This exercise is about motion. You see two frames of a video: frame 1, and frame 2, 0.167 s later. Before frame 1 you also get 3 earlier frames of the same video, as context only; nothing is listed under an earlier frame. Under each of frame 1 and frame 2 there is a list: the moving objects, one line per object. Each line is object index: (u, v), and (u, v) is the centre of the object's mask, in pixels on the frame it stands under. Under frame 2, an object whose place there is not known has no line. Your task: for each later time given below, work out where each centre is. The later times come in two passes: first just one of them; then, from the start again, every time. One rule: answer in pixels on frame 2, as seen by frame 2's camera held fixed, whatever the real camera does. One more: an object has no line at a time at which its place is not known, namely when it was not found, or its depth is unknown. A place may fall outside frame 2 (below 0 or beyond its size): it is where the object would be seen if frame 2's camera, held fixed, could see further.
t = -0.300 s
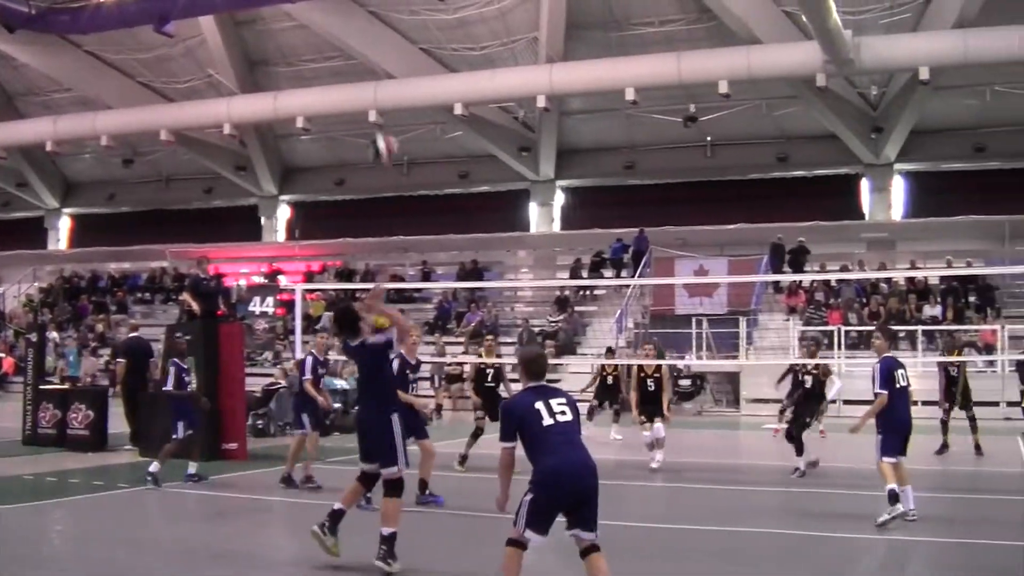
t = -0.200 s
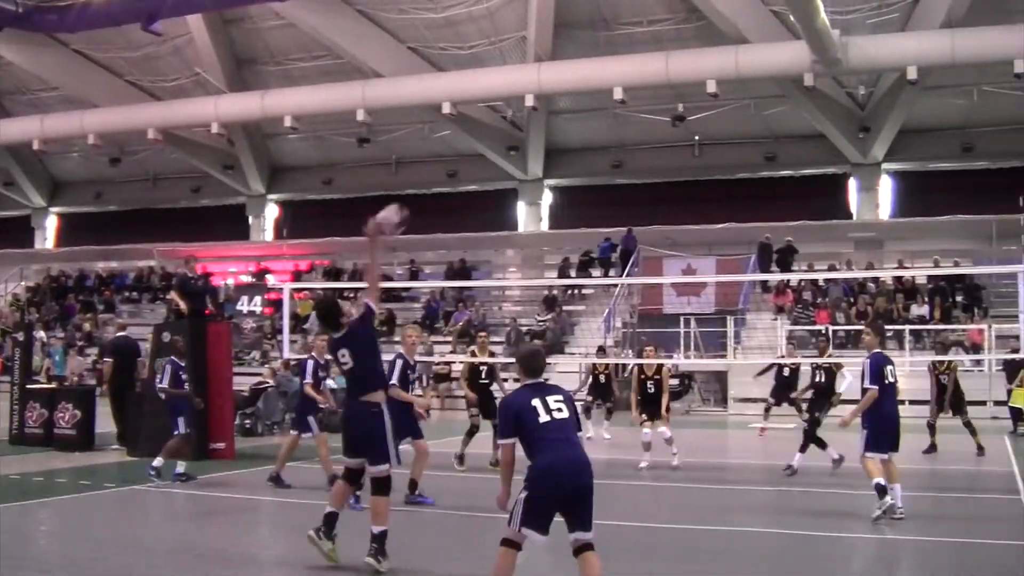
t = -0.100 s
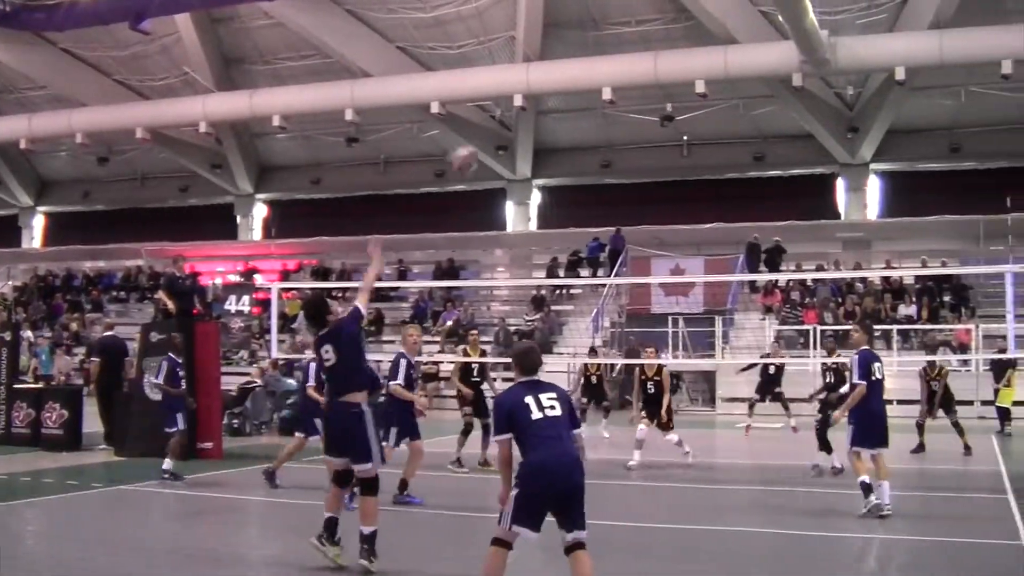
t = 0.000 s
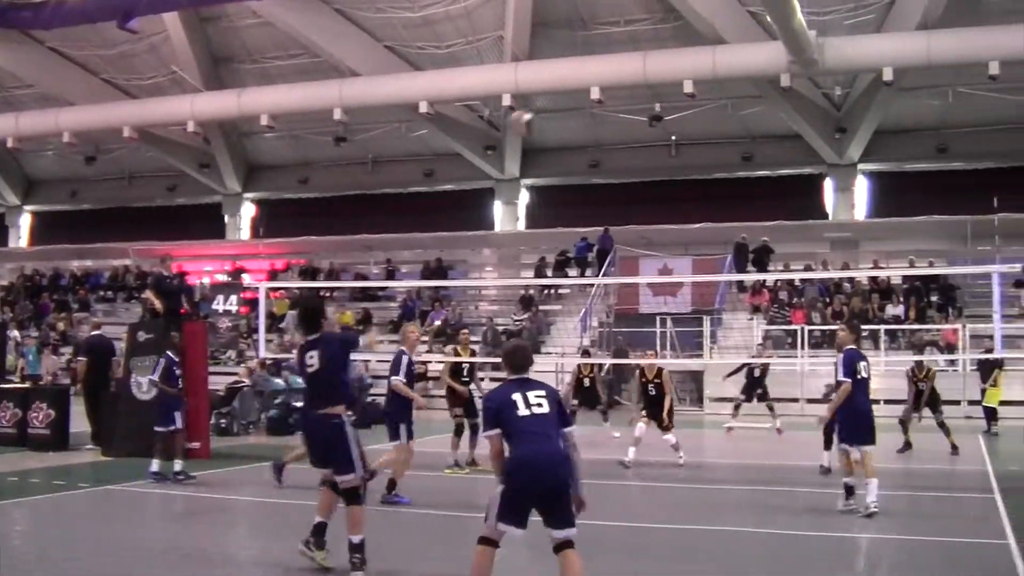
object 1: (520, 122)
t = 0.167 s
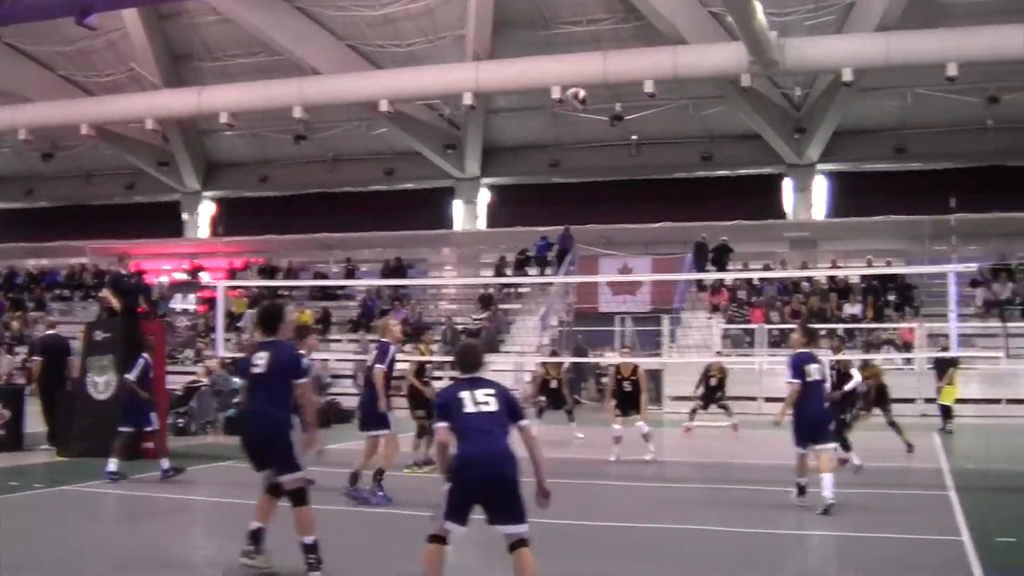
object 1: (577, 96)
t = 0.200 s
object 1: (591, 96)
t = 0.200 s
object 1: (591, 96)
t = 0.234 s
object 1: (609, 100)
